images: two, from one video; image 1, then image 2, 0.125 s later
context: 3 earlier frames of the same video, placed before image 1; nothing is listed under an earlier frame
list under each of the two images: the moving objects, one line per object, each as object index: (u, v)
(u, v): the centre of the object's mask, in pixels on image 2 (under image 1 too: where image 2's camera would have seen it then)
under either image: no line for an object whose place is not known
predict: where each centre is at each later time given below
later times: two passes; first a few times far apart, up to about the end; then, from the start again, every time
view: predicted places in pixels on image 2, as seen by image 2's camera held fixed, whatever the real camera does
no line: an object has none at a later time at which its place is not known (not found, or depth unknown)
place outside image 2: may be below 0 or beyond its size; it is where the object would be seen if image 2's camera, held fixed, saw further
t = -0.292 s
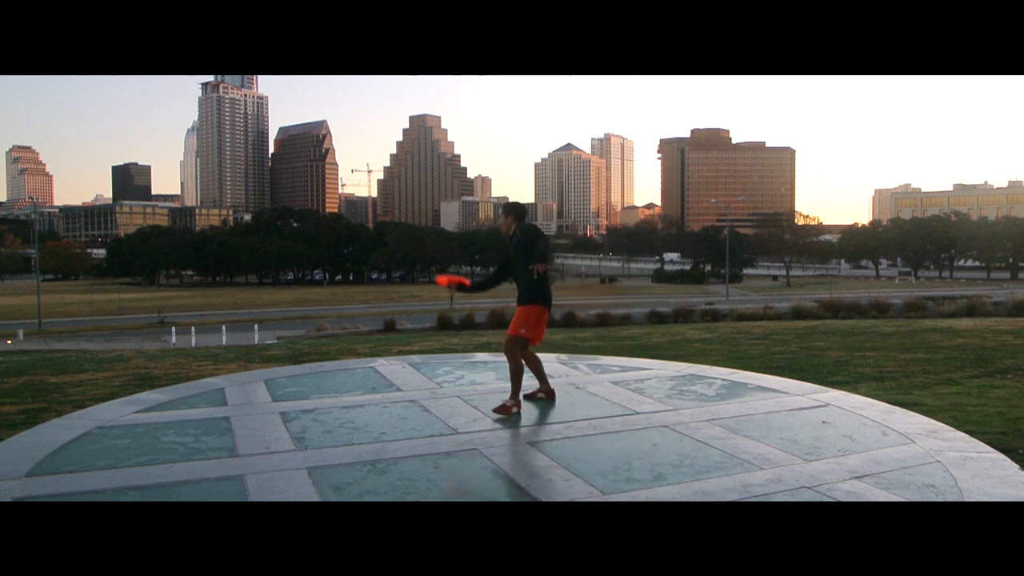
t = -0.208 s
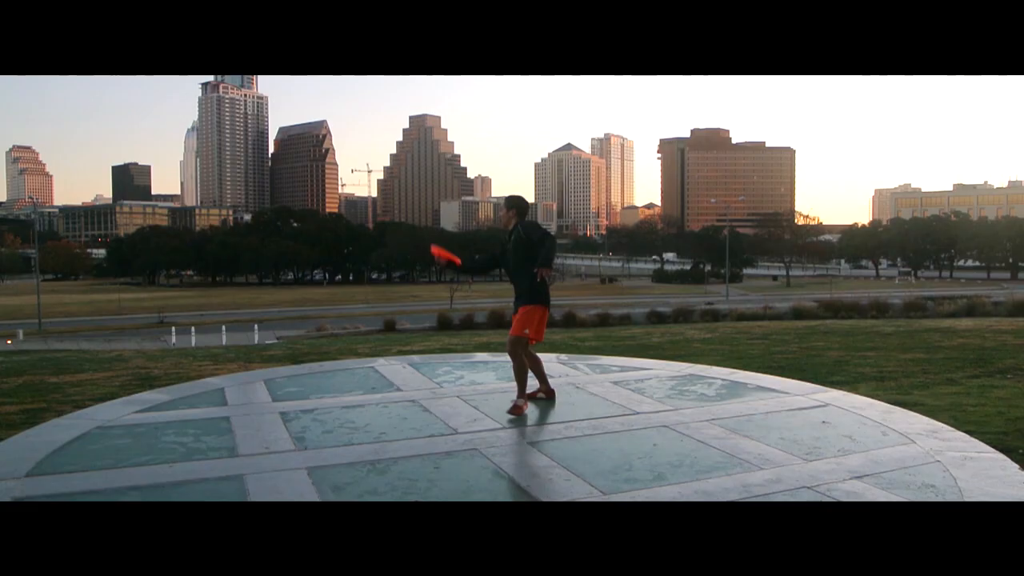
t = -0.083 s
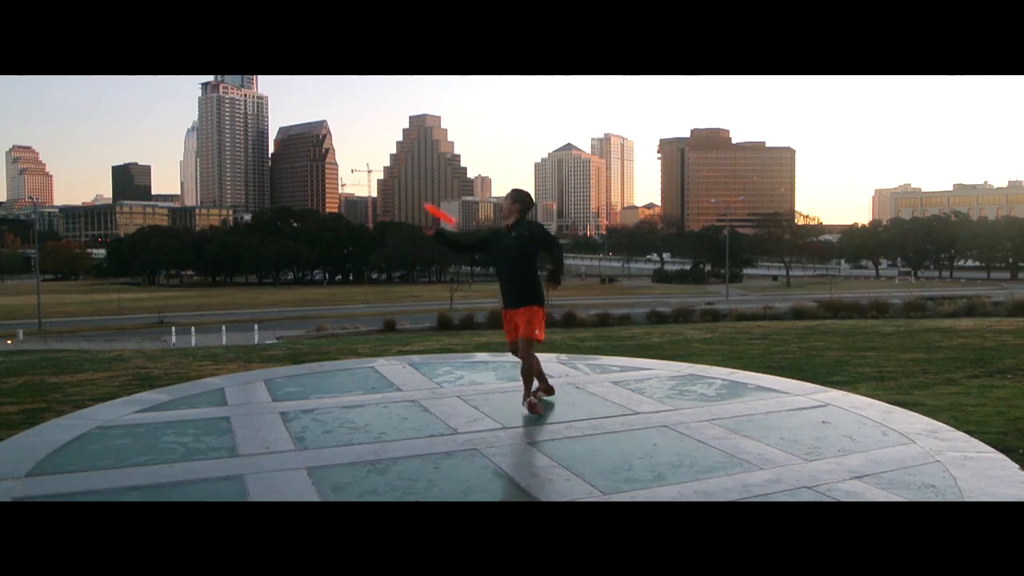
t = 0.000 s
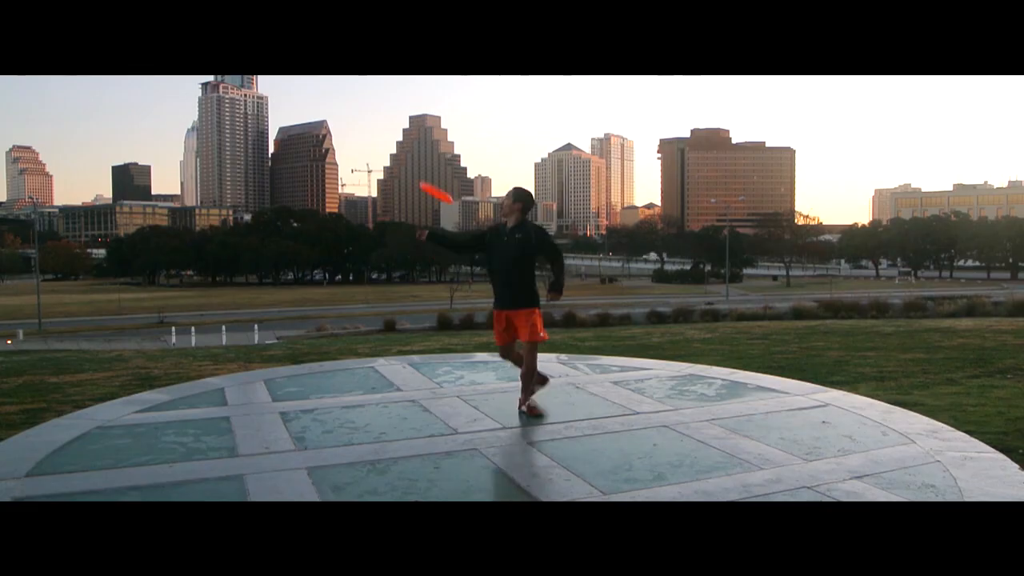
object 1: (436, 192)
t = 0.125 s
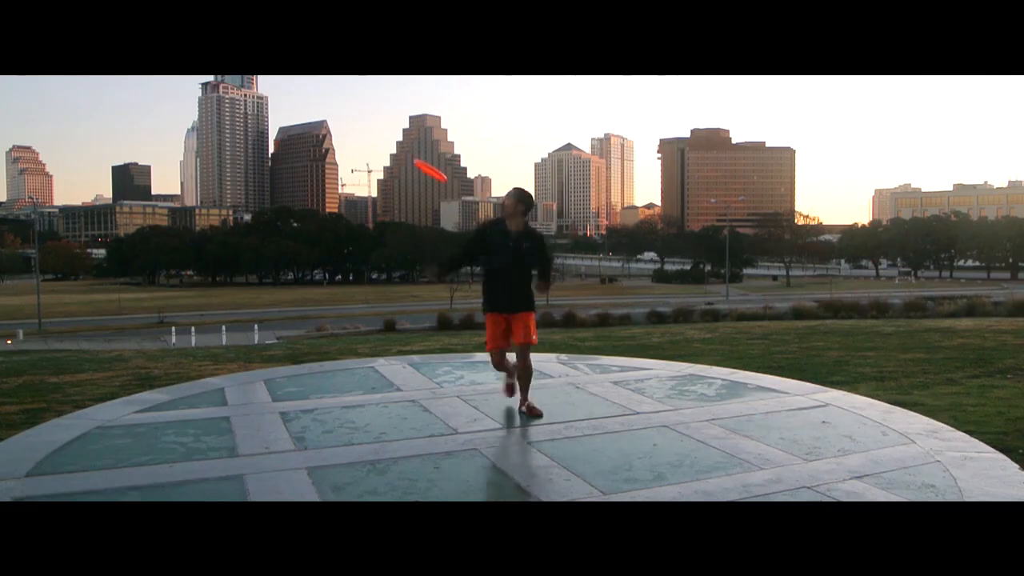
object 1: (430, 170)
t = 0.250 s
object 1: (426, 160)
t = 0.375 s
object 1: (422, 160)
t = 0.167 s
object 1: (429, 165)
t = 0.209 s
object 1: (427, 162)
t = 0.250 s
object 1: (426, 160)
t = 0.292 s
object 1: (424, 158)
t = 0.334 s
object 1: (423, 159)
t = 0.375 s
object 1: (422, 160)
